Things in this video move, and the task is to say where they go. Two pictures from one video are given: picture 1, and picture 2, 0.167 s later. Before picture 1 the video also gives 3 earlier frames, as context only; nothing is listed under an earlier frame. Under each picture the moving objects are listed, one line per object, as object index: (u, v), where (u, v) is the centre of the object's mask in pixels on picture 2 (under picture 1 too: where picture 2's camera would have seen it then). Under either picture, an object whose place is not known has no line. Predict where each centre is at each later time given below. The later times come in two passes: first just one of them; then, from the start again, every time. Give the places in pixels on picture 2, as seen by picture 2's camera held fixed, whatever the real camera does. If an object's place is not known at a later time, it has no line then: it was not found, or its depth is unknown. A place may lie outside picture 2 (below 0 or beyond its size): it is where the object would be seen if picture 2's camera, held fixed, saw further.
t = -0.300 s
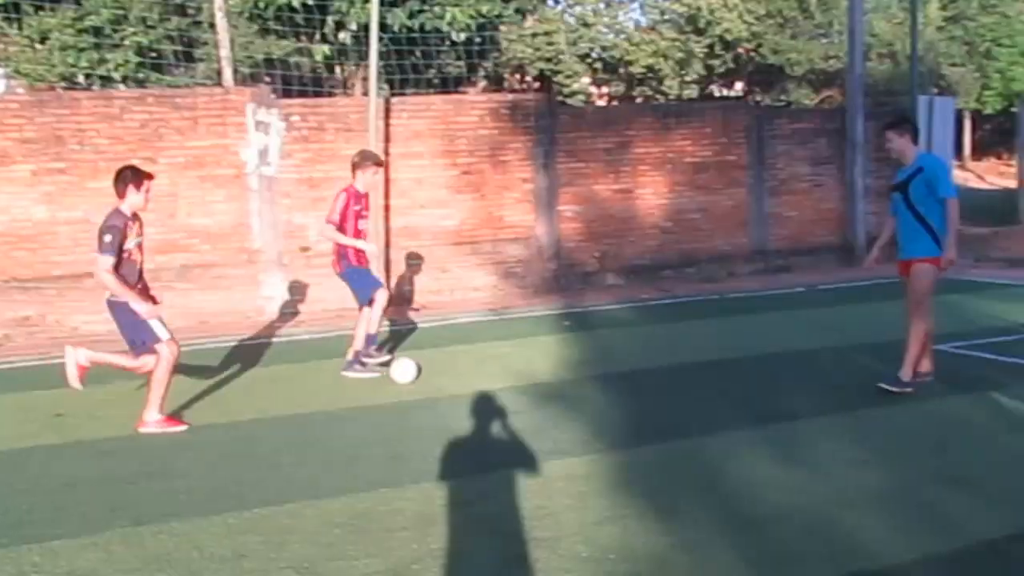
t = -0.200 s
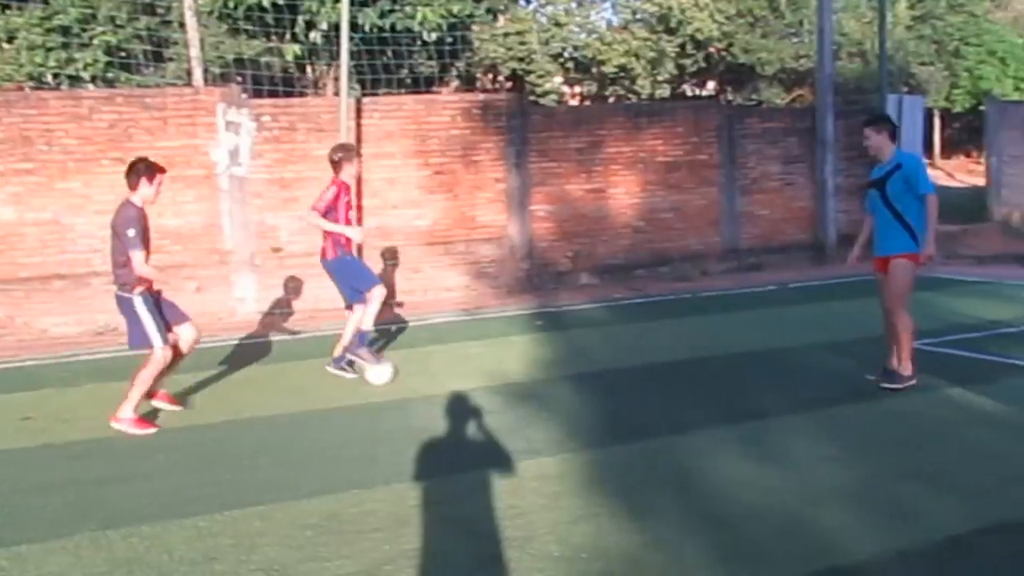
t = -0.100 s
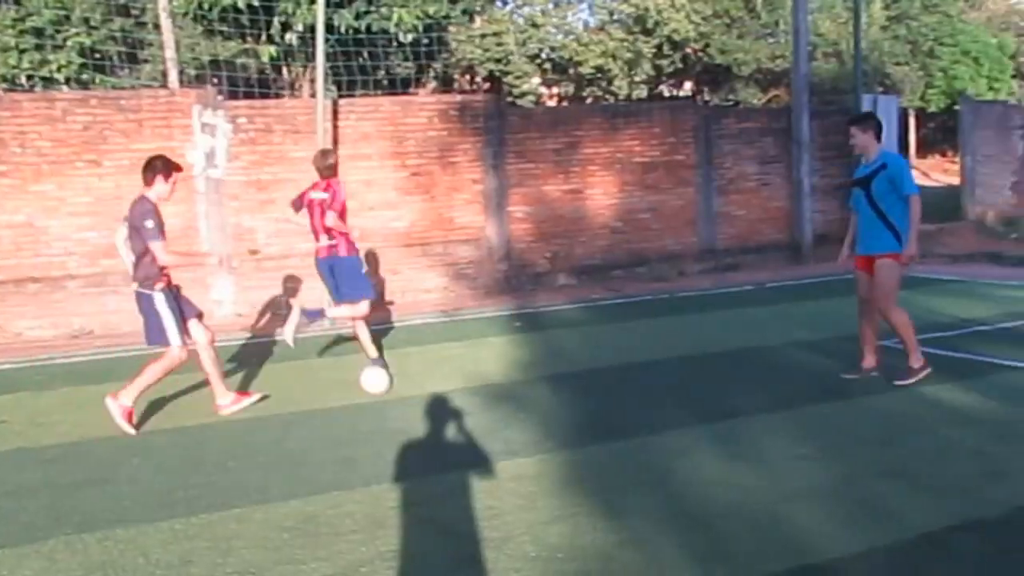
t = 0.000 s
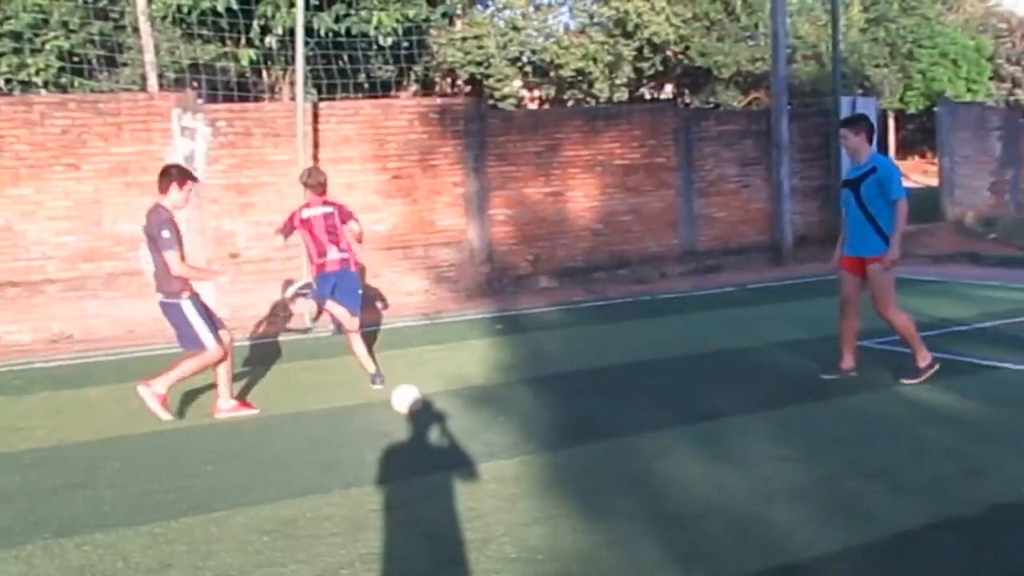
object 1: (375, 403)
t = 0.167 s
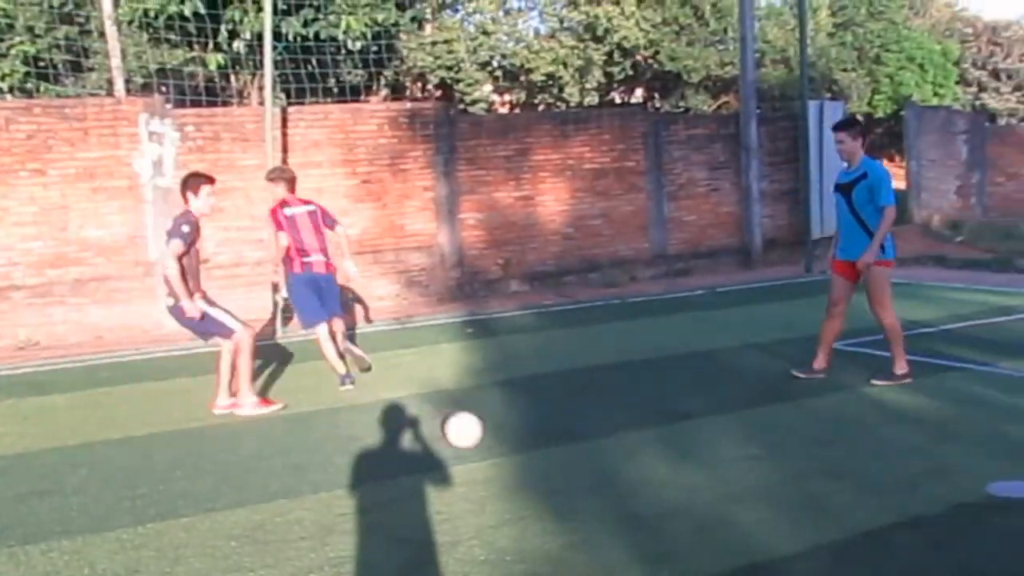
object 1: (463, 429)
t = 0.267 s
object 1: (518, 453)
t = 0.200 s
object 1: (480, 435)
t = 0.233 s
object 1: (498, 443)
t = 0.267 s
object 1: (518, 453)
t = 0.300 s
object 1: (536, 457)
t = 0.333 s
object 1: (555, 462)
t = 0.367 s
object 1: (574, 471)
